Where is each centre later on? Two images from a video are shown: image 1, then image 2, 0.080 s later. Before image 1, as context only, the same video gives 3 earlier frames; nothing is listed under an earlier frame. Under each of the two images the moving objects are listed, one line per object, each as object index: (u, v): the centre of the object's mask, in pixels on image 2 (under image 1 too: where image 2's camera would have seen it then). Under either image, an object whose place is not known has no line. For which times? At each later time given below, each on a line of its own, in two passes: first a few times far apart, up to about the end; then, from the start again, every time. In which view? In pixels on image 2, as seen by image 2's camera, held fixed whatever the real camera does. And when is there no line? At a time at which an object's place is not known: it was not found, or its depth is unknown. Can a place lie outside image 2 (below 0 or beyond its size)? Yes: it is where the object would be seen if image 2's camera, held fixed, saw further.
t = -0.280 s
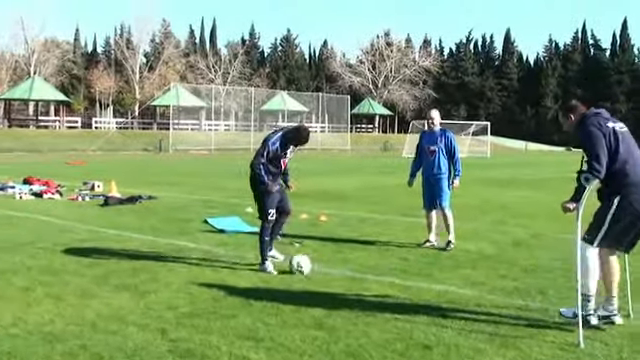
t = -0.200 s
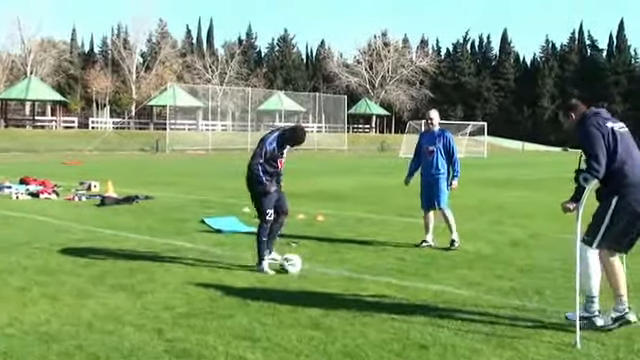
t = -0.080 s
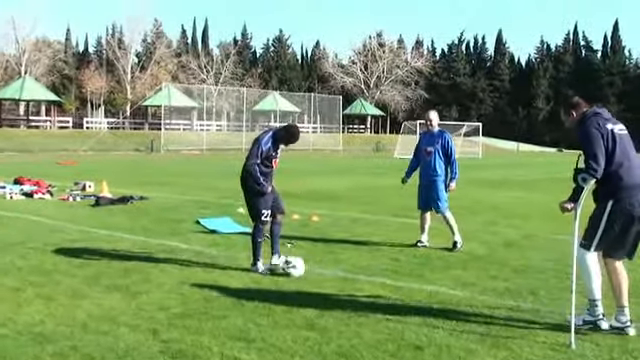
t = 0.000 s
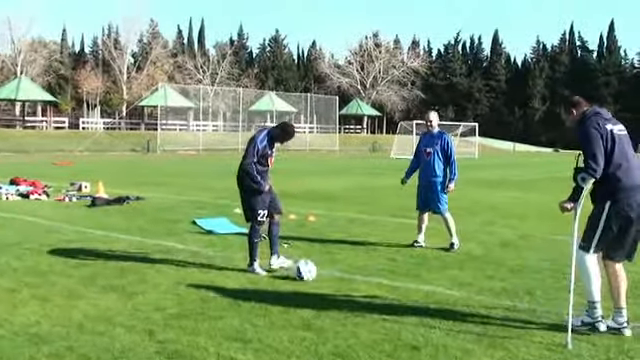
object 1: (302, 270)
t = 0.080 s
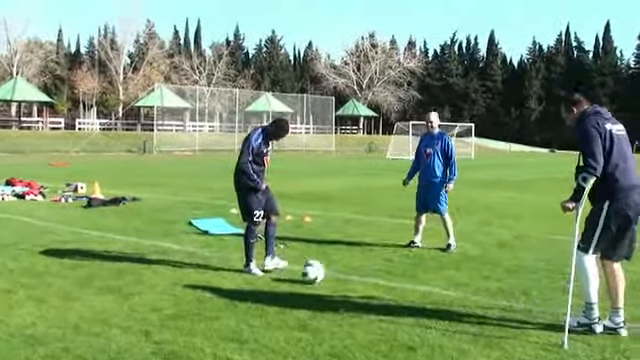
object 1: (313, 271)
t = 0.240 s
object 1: (335, 276)
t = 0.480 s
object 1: (370, 284)
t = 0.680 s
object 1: (399, 292)
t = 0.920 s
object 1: (430, 300)
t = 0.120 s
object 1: (318, 273)
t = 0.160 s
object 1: (323, 275)
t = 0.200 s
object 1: (329, 276)
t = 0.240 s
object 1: (335, 276)
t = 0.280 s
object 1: (341, 278)
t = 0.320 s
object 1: (347, 279)
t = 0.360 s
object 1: (352, 280)
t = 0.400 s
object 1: (358, 283)
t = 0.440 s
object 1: (363, 283)
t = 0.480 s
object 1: (370, 284)
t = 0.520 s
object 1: (375, 285)
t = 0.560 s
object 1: (381, 287)
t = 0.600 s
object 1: (388, 288)
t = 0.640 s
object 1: (393, 291)
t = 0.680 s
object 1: (399, 292)
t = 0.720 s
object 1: (404, 292)
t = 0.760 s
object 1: (409, 294)
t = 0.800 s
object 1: (415, 295)
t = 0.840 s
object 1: (420, 296)
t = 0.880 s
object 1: (425, 298)
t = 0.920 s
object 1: (430, 300)
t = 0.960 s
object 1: (436, 301)
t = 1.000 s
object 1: (441, 303)
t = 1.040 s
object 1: (446, 304)
